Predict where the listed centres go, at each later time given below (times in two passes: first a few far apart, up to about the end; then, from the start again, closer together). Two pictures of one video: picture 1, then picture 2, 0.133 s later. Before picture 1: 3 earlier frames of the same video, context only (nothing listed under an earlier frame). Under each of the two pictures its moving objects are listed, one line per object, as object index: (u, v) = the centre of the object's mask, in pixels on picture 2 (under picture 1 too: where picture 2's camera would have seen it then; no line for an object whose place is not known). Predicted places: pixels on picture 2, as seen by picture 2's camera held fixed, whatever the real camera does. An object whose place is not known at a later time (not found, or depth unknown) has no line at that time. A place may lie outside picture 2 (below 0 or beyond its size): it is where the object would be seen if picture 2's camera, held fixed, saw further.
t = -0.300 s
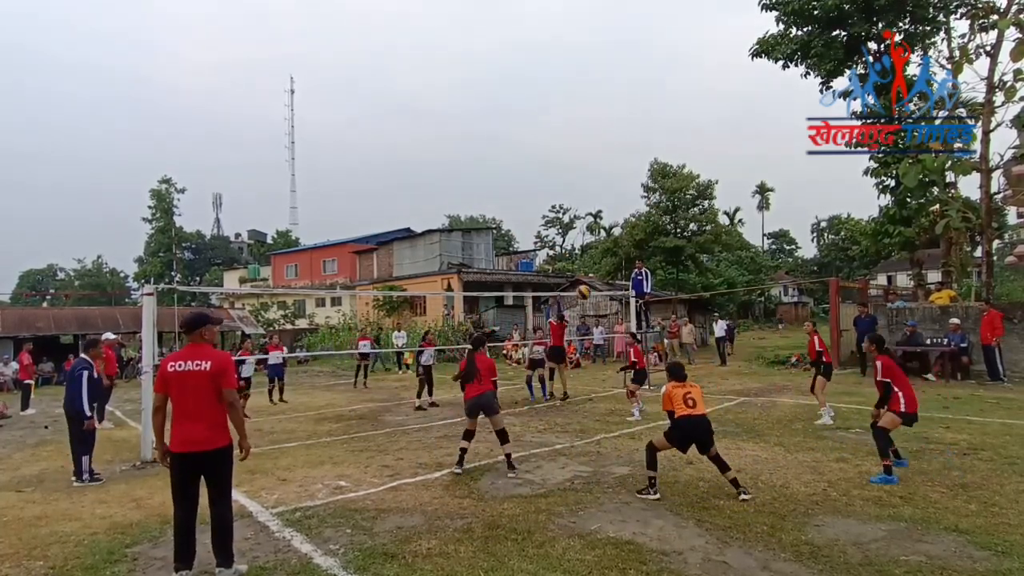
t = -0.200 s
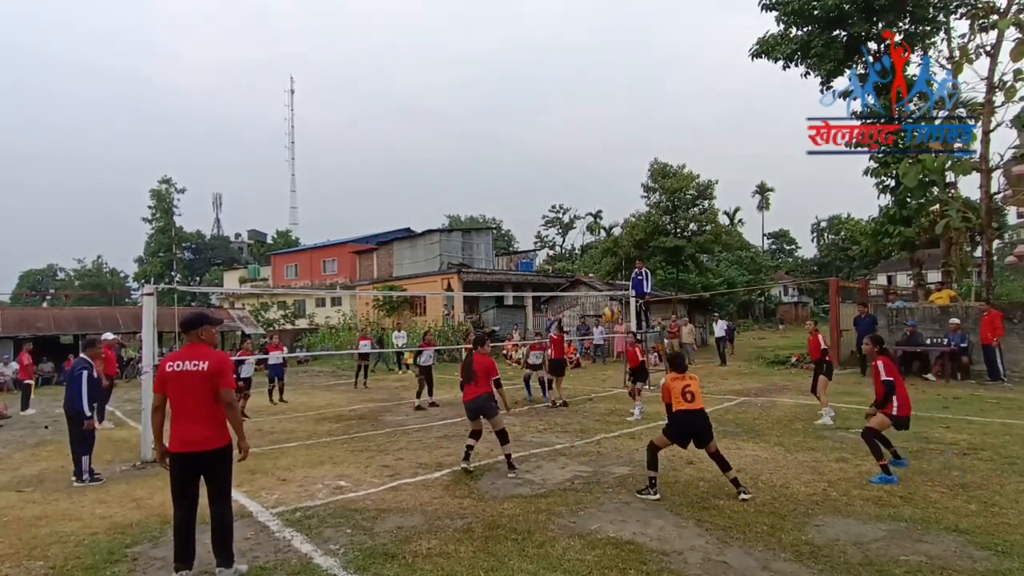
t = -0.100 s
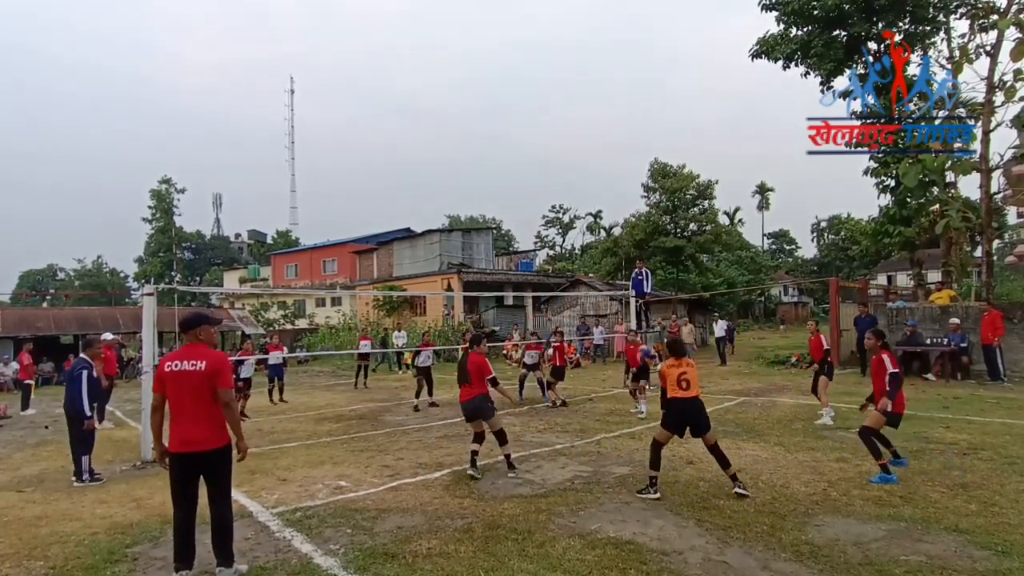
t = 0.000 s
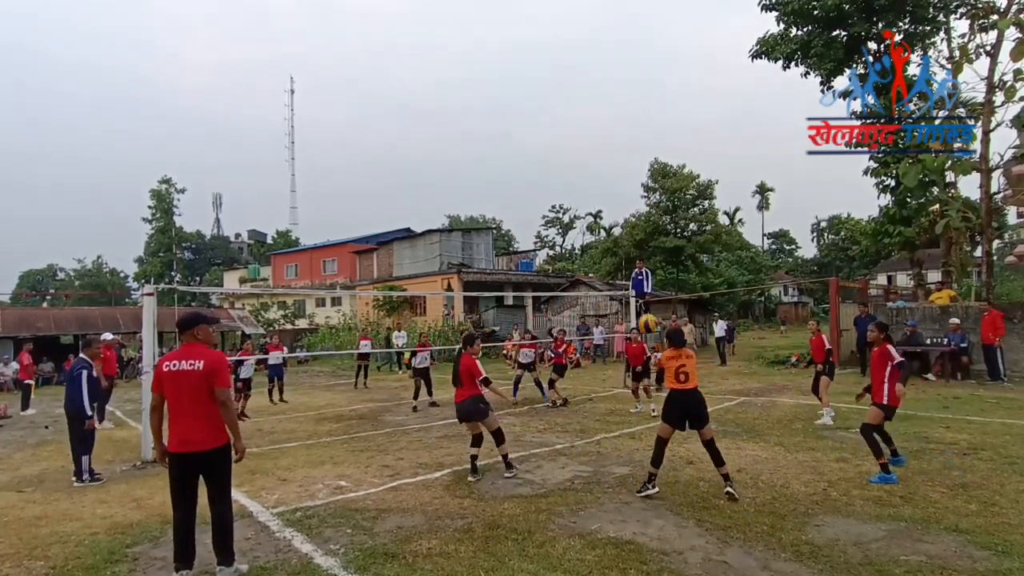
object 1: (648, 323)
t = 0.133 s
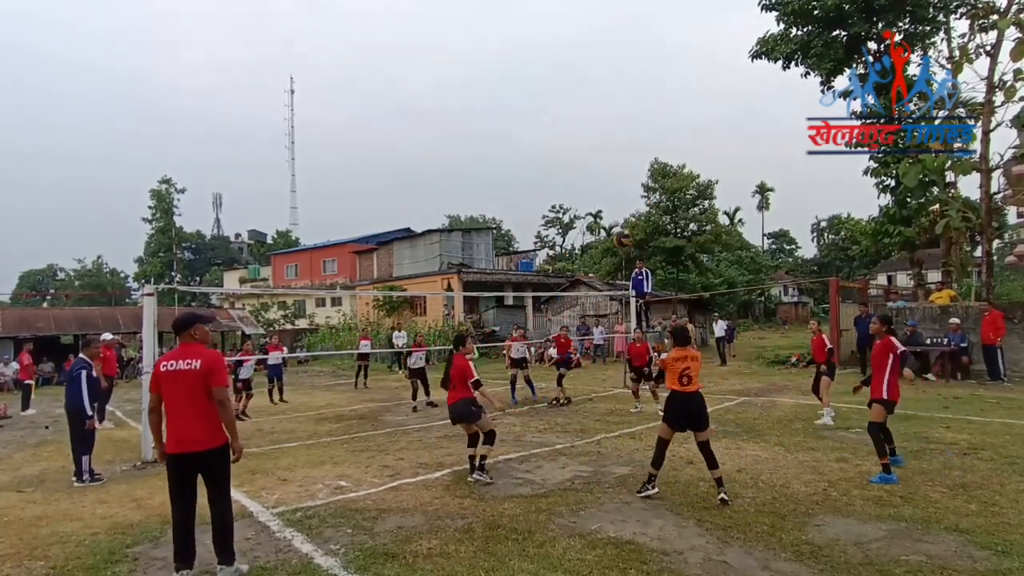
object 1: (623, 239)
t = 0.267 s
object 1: (600, 177)
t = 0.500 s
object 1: (569, 117)
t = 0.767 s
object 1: (541, 103)
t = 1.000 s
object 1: (521, 128)
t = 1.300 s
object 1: (500, 202)
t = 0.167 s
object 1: (616, 221)
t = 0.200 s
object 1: (610, 205)
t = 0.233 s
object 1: (605, 190)
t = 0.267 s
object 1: (600, 177)
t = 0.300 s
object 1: (595, 165)
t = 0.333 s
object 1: (590, 154)
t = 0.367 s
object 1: (585, 145)
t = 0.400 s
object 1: (581, 136)
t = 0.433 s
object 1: (577, 128)
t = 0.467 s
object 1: (573, 122)
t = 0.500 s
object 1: (569, 117)
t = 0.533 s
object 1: (565, 112)
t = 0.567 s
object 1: (561, 108)
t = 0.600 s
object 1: (558, 105)
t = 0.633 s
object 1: (554, 103)
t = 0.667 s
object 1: (551, 102)
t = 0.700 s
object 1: (548, 102)
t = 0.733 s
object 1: (544, 102)
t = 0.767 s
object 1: (541, 103)
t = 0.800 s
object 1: (538, 105)
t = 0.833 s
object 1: (535, 107)
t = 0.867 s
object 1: (532, 110)
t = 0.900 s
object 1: (529, 114)
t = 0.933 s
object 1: (527, 118)
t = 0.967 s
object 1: (524, 123)
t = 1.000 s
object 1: (521, 128)
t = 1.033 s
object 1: (519, 134)
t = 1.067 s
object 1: (516, 141)
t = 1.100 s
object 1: (514, 148)
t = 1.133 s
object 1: (511, 156)
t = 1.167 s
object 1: (509, 164)
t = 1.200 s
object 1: (507, 173)
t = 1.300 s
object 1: (500, 202)
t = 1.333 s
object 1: (498, 214)
